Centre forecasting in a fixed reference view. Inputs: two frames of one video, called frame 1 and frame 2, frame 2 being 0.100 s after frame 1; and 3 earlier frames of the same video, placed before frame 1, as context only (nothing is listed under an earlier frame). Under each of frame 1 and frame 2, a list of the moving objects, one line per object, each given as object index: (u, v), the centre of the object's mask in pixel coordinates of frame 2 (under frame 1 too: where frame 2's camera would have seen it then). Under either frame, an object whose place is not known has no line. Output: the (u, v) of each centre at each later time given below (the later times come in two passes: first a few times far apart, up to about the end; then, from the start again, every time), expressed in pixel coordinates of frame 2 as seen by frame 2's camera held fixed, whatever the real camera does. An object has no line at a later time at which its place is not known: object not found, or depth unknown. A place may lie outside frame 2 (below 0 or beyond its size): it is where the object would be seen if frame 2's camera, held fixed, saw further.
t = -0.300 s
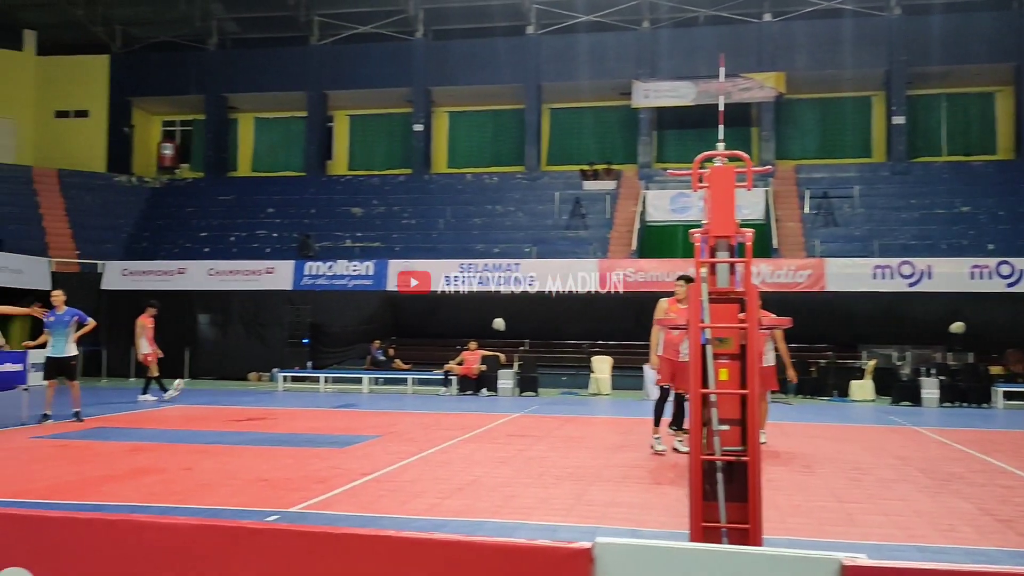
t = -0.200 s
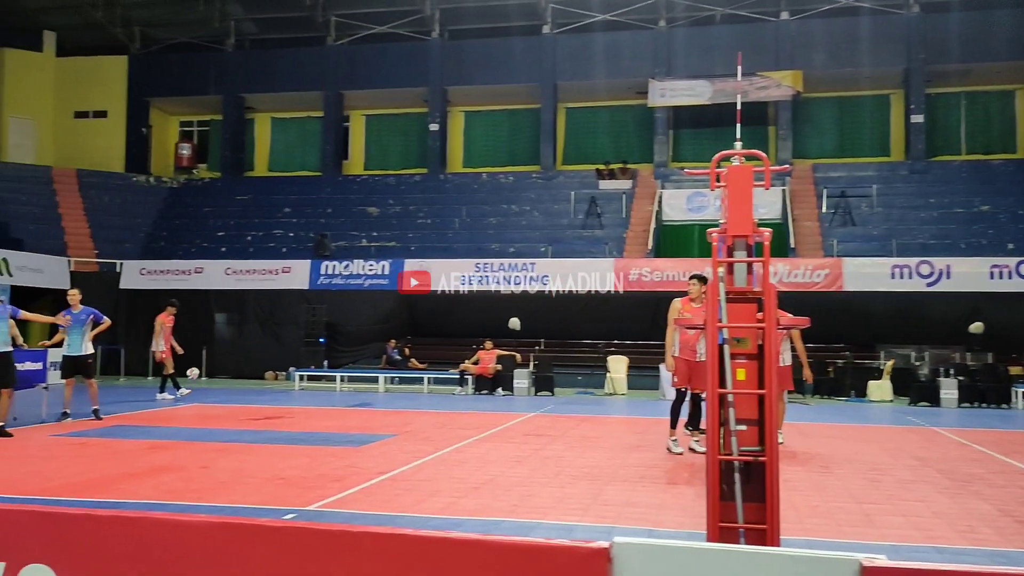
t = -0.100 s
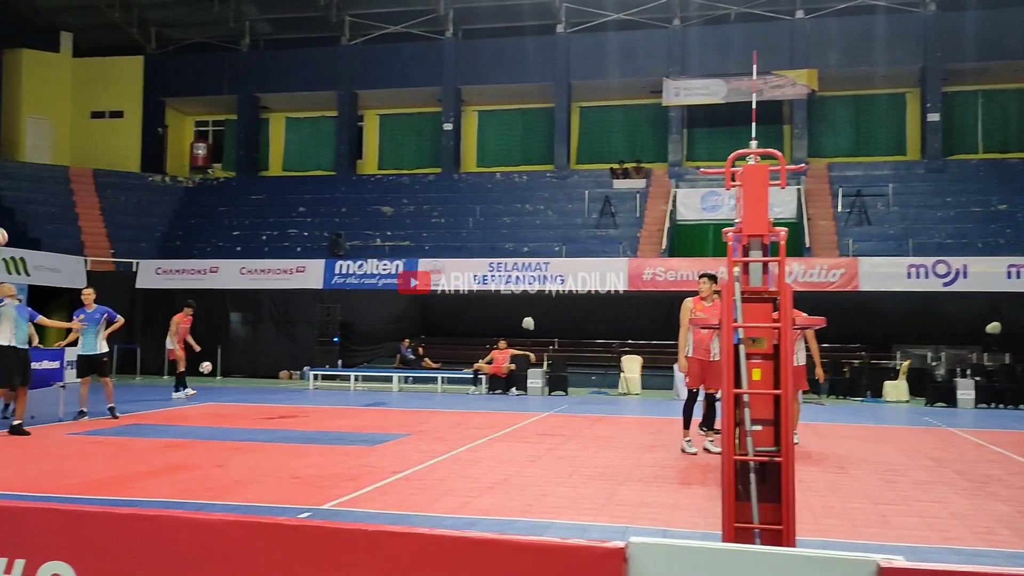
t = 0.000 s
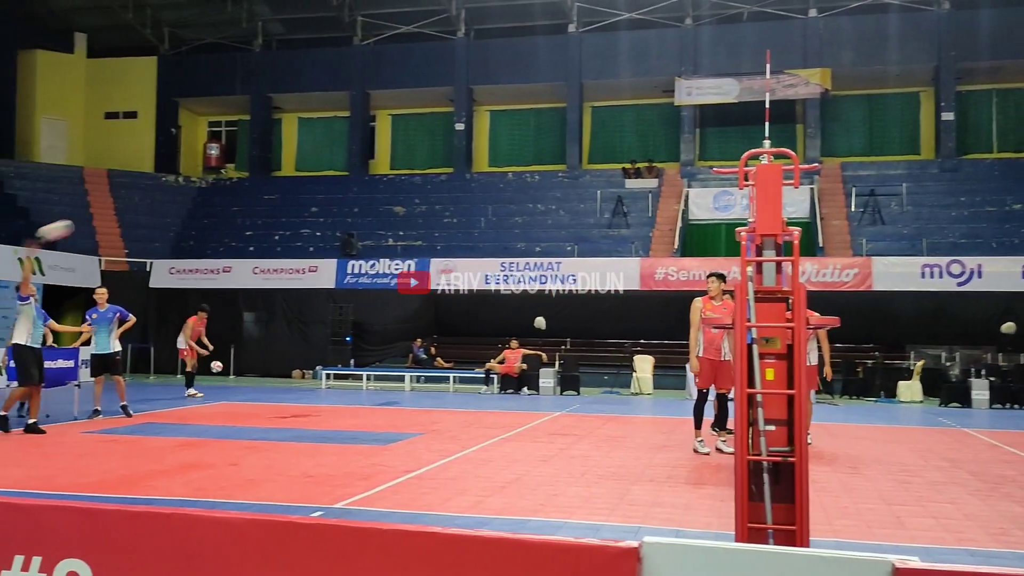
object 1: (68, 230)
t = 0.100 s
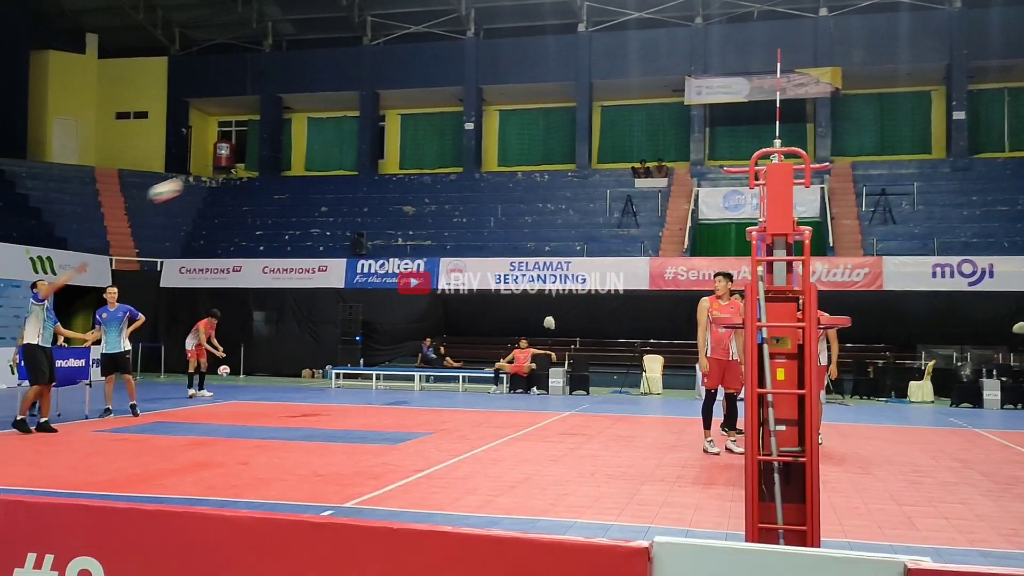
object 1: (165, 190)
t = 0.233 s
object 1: (301, 150)
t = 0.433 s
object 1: (511, 122)
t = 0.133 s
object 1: (199, 179)
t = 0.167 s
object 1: (232, 169)
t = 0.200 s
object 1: (266, 160)
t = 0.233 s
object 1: (301, 150)
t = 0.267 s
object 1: (336, 143)
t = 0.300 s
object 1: (369, 137)
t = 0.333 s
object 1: (404, 132)
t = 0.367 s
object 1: (439, 128)
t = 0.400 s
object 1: (473, 124)
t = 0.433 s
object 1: (511, 122)
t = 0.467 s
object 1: (545, 122)
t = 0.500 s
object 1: (581, 122)
